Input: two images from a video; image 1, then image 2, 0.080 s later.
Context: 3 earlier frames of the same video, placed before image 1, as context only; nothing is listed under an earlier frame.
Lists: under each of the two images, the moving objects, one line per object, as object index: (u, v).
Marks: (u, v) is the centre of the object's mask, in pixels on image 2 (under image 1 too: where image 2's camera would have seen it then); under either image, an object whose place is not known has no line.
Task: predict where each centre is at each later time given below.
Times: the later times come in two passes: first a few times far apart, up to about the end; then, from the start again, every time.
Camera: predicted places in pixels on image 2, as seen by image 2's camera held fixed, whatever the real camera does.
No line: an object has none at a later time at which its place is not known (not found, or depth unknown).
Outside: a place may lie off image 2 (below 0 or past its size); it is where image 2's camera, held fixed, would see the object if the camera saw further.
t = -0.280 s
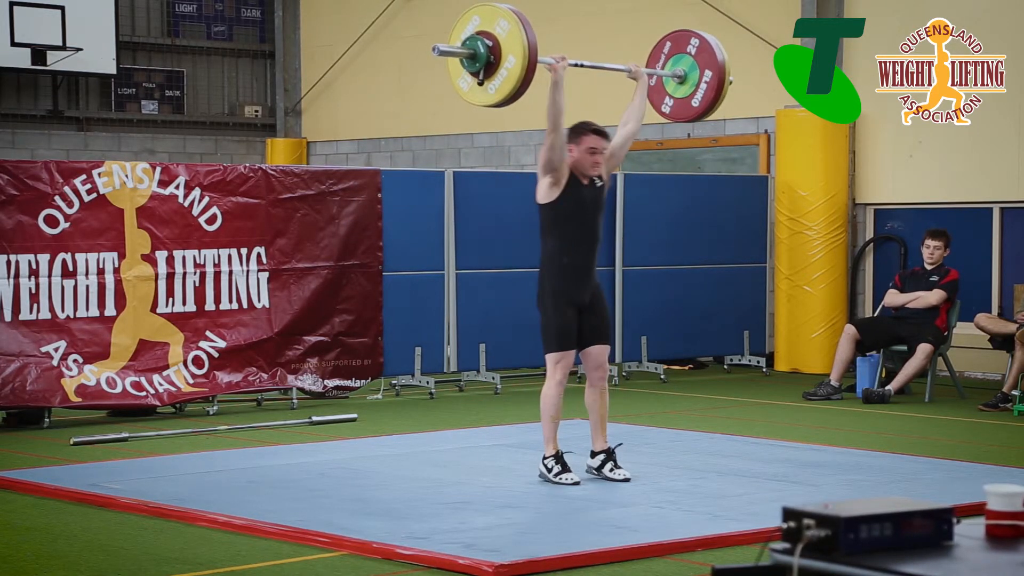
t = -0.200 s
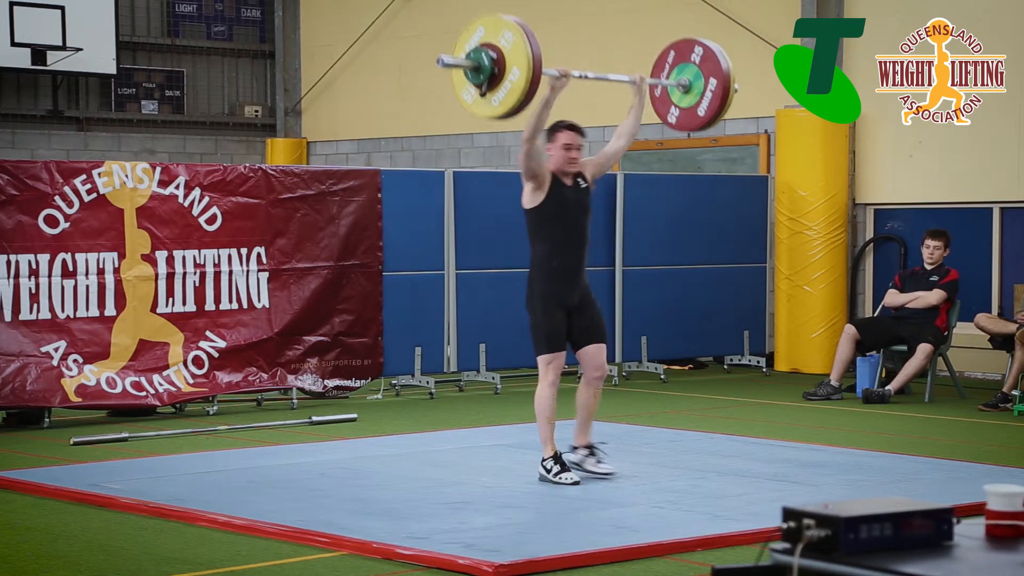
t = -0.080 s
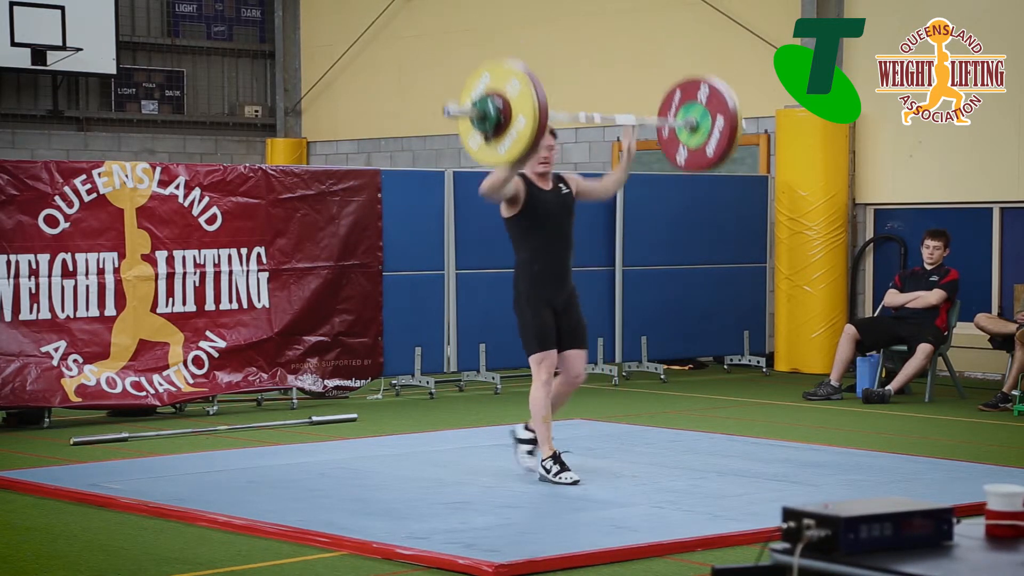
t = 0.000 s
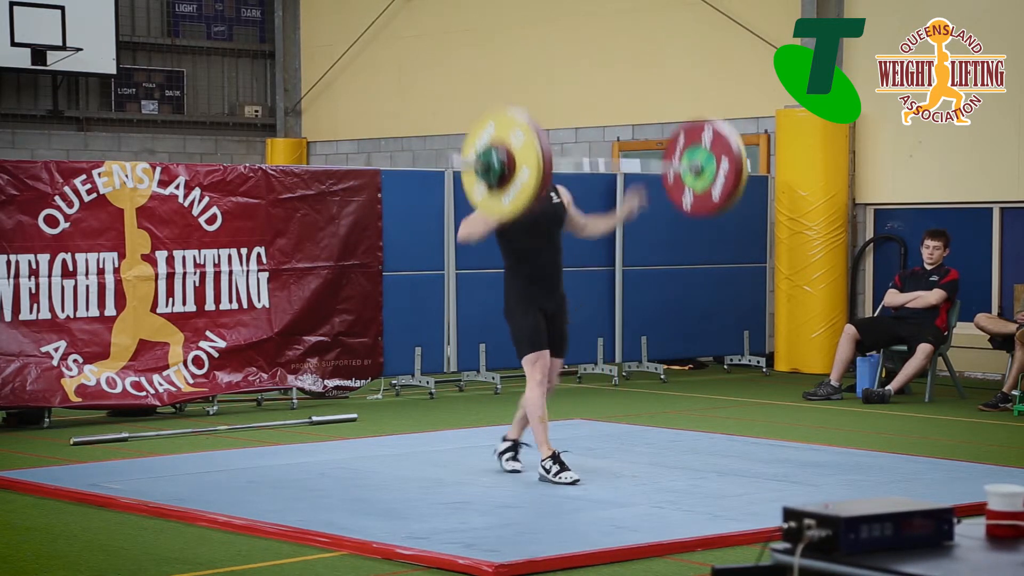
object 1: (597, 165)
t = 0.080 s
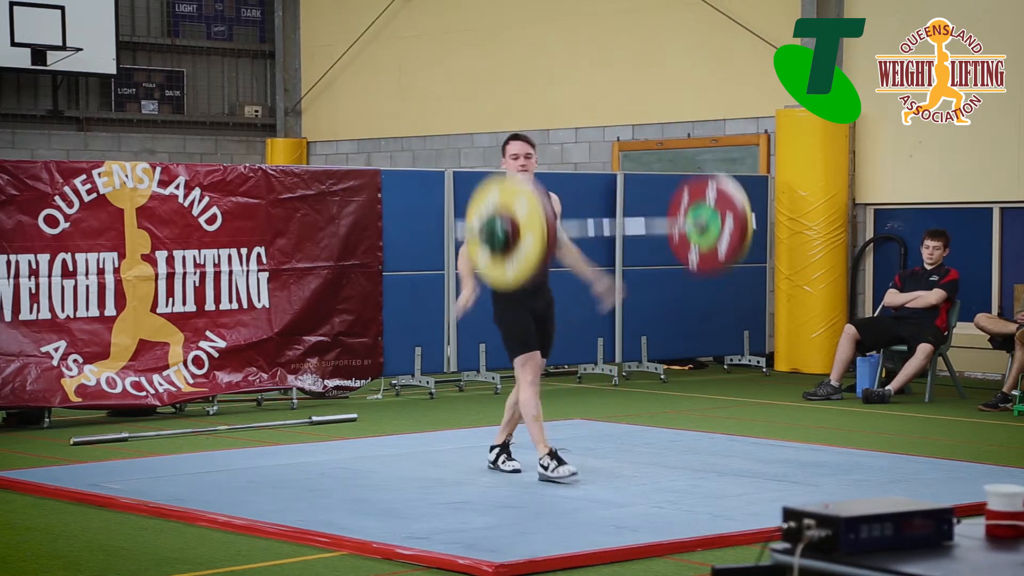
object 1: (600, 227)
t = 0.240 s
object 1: (612, 396)
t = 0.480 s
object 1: (620, 366)
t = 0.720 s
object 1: (631, 384)
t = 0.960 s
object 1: (643, 418)
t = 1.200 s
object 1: (655, 436)
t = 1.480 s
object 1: (666, 440)
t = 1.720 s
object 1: (670, 442)
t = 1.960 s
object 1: (675, 443)
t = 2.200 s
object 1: (679, 443)
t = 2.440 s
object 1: (684, 443)
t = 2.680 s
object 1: (688, 444)
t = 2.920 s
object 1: (692, 444)
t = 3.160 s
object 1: (695, 444)
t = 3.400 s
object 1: (697, 444)
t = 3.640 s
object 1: (698, 444)
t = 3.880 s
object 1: (698, 444)
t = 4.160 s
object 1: (697, 444)
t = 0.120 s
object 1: (604, 264)
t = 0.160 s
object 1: (605, 303)
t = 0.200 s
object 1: (606, 348)
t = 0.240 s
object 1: (612, 396)
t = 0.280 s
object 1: (615, 439)
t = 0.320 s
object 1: (616, 419)
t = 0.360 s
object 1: (616, 401)
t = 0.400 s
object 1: (618, 386)
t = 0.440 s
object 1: (618, 374)
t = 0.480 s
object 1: (620, 366)
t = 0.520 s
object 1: (623, 361)
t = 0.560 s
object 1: (625, 359)
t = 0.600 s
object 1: (627, 360)
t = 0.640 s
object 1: (628, 365)
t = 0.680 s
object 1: (629, 373)
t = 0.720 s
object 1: (631, 384)
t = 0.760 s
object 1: (634, 399)
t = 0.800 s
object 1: (635, 418)
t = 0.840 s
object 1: (639, 440)
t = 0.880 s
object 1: (640, 432)
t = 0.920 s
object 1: (641, 423)
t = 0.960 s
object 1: (643, 418)
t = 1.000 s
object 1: (645, 416)
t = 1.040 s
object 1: (646, 418)
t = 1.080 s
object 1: (649, 422)
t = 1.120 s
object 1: (652, 430)
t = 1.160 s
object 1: (655, 441)
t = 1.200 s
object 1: (655, 436)
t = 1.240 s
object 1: (657, 432)
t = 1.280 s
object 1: (659, 432)
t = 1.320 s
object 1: (661, 435)
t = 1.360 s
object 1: (663, 441)
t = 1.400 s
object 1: (663, 439)
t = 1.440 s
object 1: (664, 438)
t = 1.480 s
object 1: (666, 440)
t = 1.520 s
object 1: (667, 441)
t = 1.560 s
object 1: (667, 441)
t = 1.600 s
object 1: (668, 442)
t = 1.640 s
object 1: (669, 442)
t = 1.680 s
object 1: (670, 442)
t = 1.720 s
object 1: (670, 442)
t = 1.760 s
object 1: (671, 442)
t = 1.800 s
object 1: (671, 443)
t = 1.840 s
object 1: (672, 443)
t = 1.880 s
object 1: (673, 443)
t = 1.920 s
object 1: (674, 443)
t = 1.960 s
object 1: (675, 443)
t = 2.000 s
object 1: (676, 443)
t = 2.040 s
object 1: (676, 443)
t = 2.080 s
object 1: (677, 443)
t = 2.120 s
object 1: (677, 443)
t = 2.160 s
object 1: (678, 443)
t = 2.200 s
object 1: (679, 443)
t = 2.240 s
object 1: (680, 443)
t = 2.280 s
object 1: (681, 443)
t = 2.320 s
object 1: (682, 443)
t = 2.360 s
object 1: (682, 443)
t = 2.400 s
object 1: (683, 443)
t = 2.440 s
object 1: (684, 443)
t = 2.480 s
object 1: (685, 443)
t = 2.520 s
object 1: (686, 444)
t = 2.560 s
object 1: (686, 444)
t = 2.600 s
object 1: (687, 444)
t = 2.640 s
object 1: (688, 444)
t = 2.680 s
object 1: (688, 444)
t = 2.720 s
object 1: (689, 444)
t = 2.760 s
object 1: (690, 444)
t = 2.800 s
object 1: (690, 444)
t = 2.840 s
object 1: (691, 444)
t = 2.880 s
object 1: (691, 444)
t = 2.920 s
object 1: (692, 444)
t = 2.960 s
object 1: (693, 444)
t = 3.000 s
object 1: (693, 444)
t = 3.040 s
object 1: (694, 444)
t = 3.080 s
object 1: (694, 444)
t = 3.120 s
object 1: (694, 444)
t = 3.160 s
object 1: (695, 444)
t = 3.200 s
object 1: (695, 444)
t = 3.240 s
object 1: (696, 444)
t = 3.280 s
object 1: (696, 444)
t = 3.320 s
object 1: (697, 444)
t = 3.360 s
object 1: (697, 444)
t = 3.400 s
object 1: (697, 444)
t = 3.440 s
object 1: (697, 444)
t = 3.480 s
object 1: (697, 444)
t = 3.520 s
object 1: (697, 444)
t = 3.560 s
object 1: (698, 445)
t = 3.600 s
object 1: (698, 444)
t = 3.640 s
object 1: (698, 444)
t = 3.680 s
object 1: (699, 444)
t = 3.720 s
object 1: (699, 444)
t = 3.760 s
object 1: (698, 444)
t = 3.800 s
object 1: (699, 444)
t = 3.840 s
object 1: (699, 444)
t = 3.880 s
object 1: (698, 444)
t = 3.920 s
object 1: (699, 444)
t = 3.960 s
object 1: (698, 444)
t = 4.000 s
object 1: (698, 444)
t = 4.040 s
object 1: (698, 444)
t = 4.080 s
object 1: (698, 444)
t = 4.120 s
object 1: (698, 444)
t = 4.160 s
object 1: (697, 444)
